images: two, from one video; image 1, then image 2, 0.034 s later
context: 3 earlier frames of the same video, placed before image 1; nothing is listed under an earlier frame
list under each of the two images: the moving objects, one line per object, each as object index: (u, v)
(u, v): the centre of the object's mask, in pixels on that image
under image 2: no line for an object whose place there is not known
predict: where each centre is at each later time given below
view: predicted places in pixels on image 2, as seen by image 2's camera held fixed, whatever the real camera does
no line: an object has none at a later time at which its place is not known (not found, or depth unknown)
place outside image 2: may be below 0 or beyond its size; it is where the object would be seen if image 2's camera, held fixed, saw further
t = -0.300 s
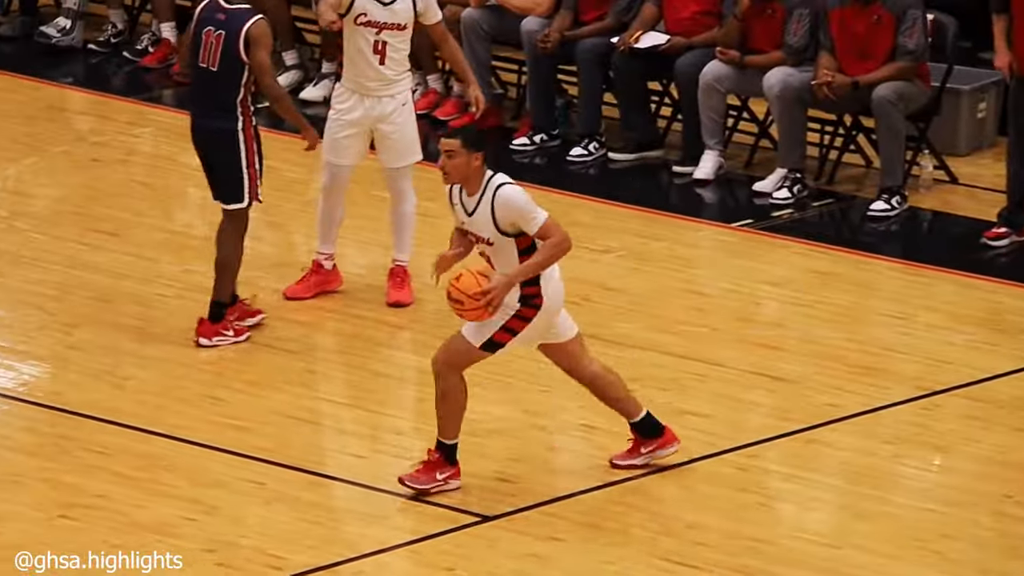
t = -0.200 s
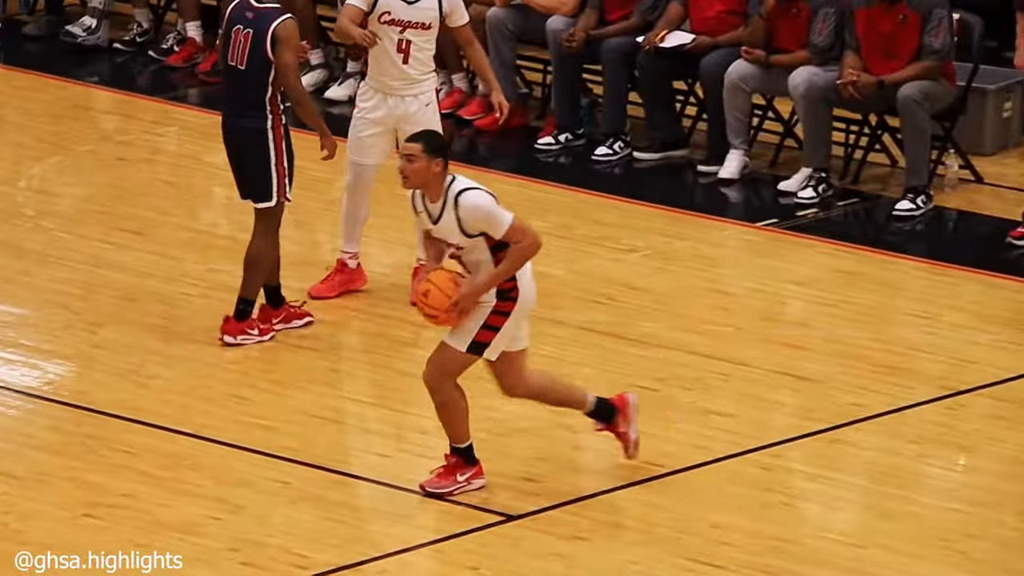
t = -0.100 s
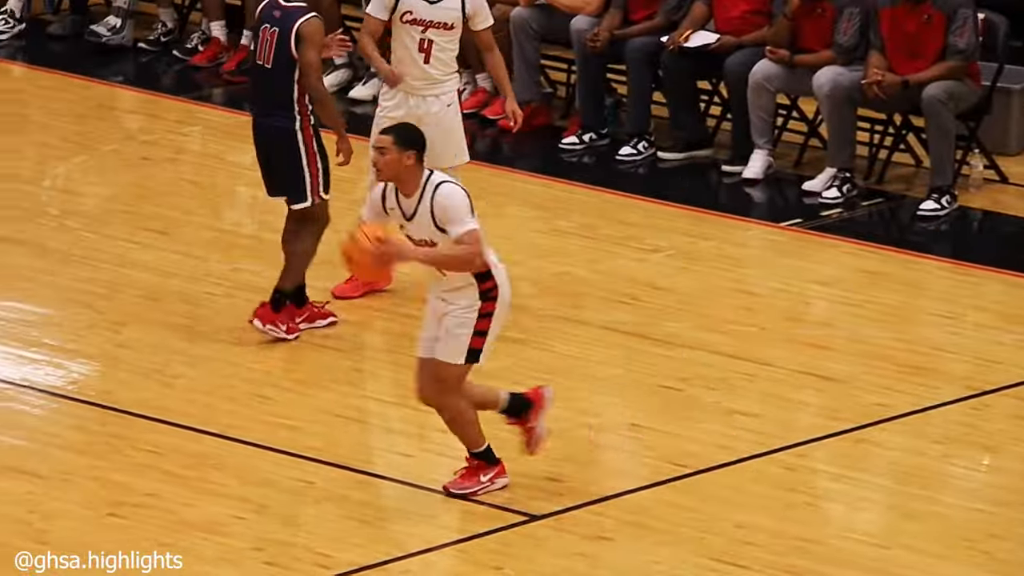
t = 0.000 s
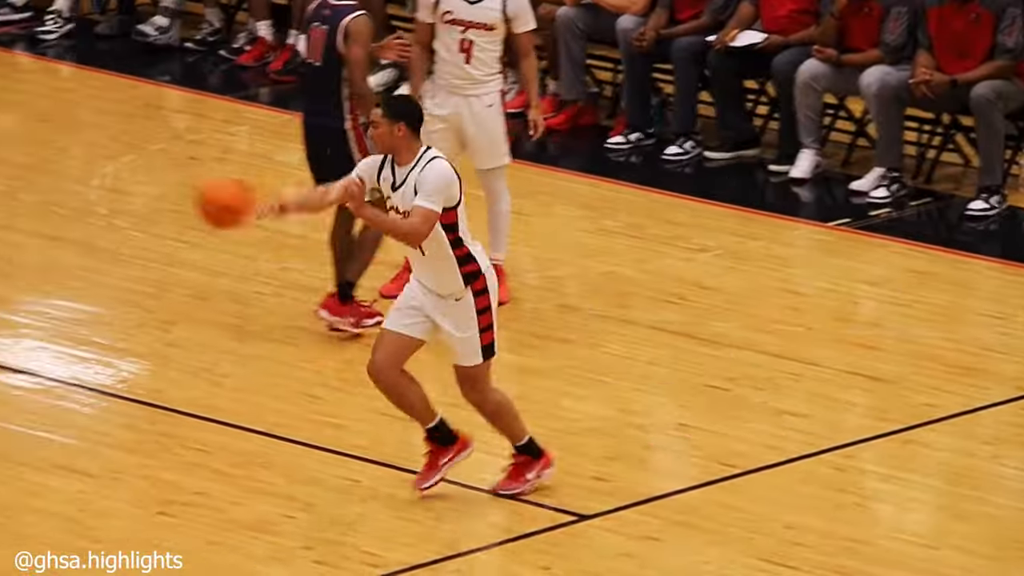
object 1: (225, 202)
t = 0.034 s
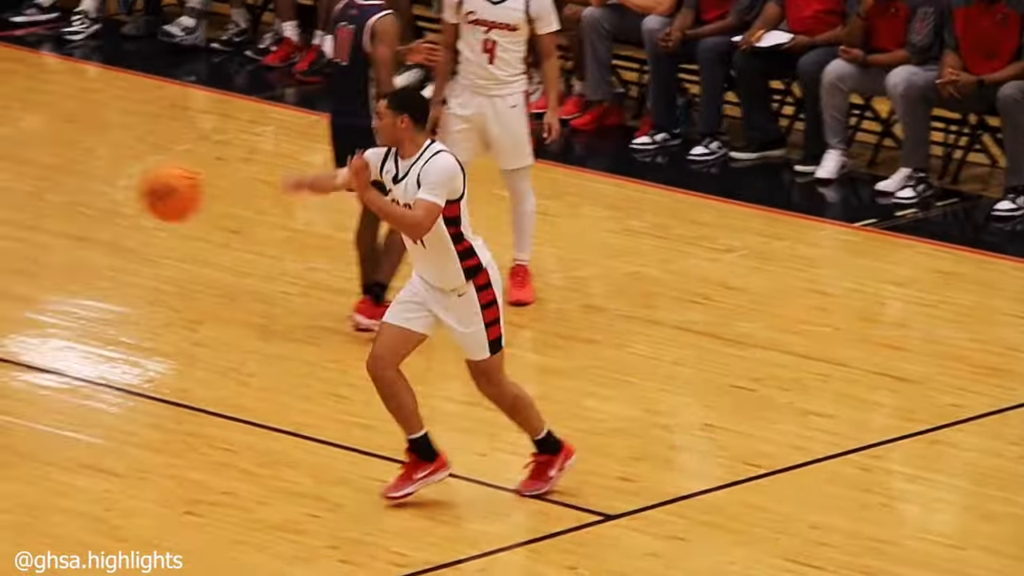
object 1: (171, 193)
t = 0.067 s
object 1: (90, 185)
